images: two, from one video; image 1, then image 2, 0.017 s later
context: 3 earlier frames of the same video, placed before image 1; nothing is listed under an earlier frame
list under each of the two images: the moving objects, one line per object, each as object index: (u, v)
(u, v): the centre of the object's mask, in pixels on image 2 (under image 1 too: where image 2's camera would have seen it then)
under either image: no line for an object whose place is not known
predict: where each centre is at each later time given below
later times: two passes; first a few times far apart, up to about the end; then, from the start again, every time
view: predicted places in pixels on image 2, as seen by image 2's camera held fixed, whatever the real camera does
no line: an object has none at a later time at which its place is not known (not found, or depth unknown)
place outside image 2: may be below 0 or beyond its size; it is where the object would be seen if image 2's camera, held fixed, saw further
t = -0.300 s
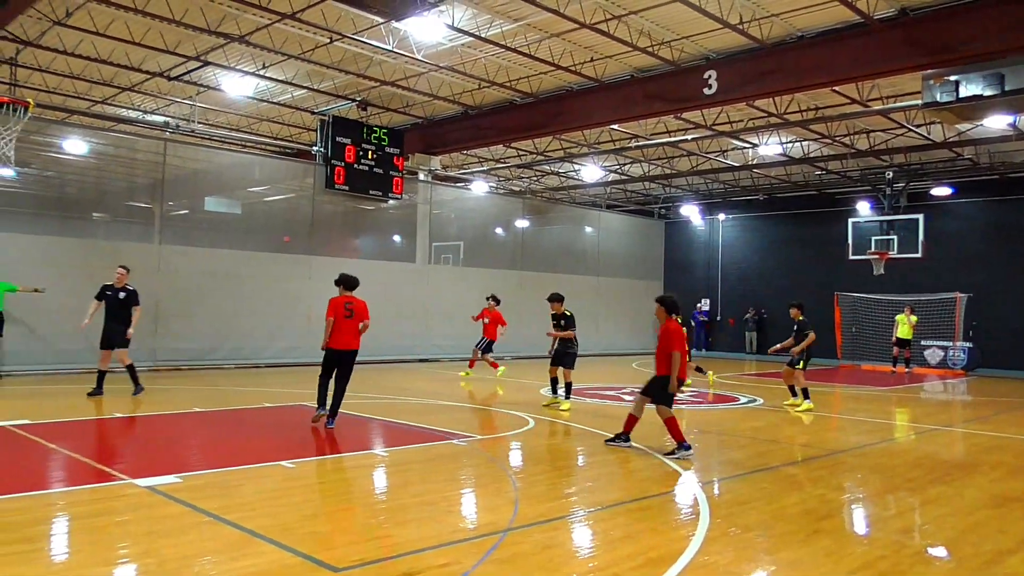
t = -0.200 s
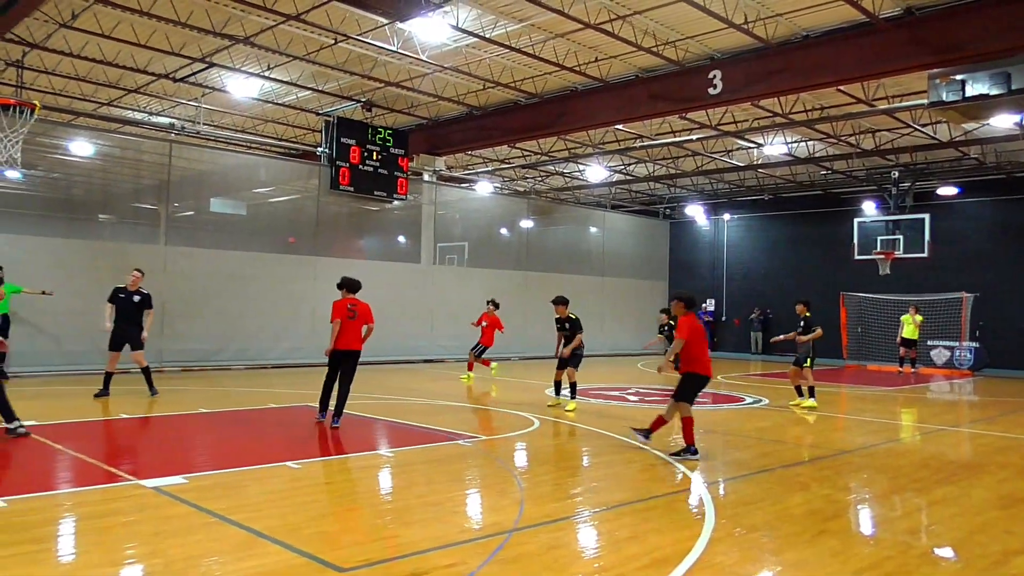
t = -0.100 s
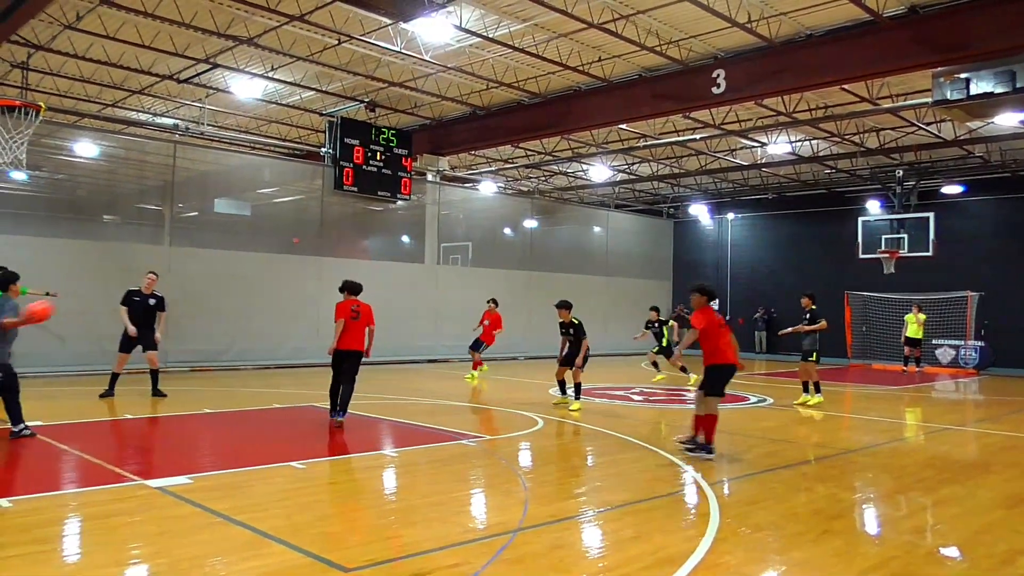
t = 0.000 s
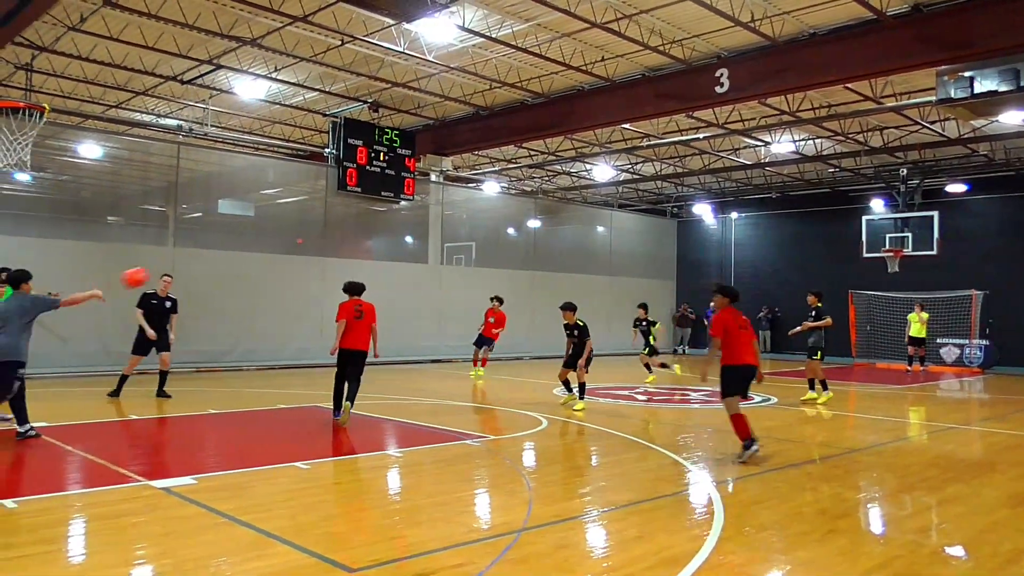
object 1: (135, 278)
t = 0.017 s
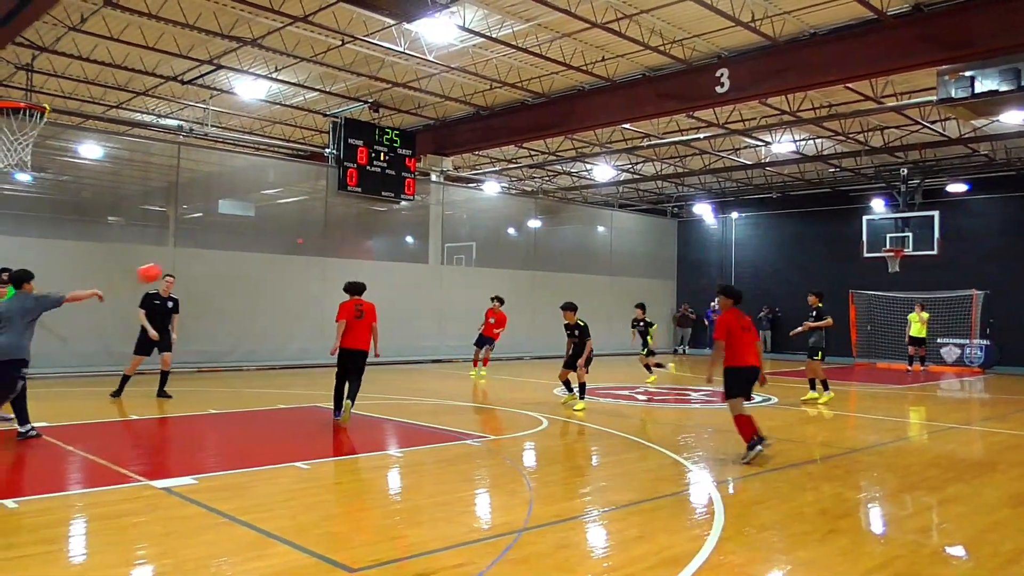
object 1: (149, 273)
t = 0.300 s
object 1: (317, 247)
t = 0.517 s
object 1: (396, 265)
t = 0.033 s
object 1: (162, 269)
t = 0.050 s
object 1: (175, 265)
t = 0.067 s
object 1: (186, 262)
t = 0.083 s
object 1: (198, 259)
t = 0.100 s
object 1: (209, 257)
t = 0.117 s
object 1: (220, 254)
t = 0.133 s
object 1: (230, 253)
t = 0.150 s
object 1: (240, 251)
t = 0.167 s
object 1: (251, 250)
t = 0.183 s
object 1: (260, 248)
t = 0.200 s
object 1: (268, 248)
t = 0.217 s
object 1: (277, 247)
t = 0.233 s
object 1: (285, 247)
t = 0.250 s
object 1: (294, 247)
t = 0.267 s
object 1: (301, 247)
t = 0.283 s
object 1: (309, 247)
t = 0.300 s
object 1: (317, 247)
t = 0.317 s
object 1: (324, 248)
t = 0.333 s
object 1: (331, 248)
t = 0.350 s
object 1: (338, 249)
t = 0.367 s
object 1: (344, 250)
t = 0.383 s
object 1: (351, 252)
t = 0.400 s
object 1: (357, 253)
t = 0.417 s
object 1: (363, 254)
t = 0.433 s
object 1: (369, 256)
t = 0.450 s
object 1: (374, 257)
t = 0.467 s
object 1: (381, 260)
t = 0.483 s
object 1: (386, 261)
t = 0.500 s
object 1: (391, 263)
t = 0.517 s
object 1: (396, 265)
